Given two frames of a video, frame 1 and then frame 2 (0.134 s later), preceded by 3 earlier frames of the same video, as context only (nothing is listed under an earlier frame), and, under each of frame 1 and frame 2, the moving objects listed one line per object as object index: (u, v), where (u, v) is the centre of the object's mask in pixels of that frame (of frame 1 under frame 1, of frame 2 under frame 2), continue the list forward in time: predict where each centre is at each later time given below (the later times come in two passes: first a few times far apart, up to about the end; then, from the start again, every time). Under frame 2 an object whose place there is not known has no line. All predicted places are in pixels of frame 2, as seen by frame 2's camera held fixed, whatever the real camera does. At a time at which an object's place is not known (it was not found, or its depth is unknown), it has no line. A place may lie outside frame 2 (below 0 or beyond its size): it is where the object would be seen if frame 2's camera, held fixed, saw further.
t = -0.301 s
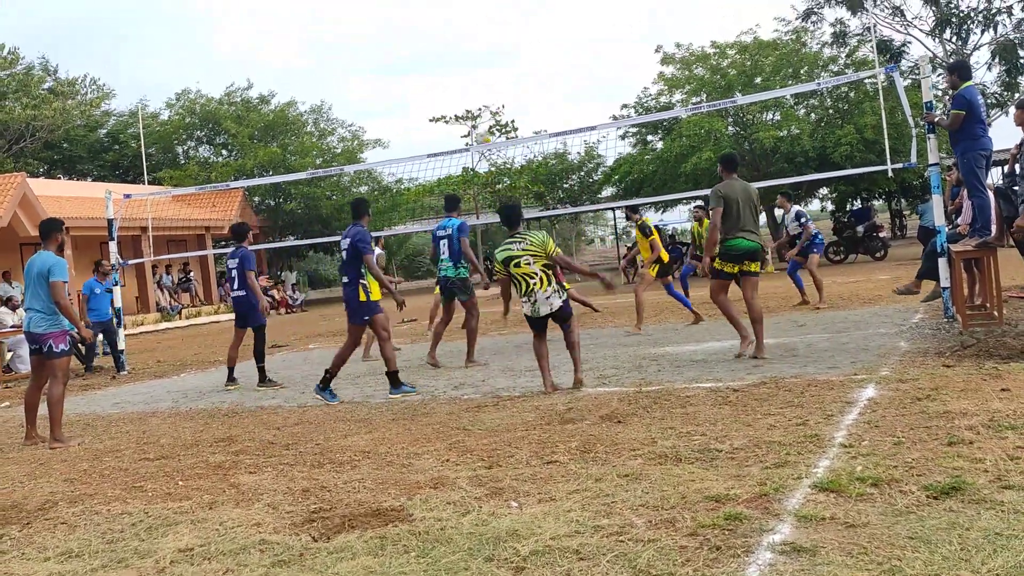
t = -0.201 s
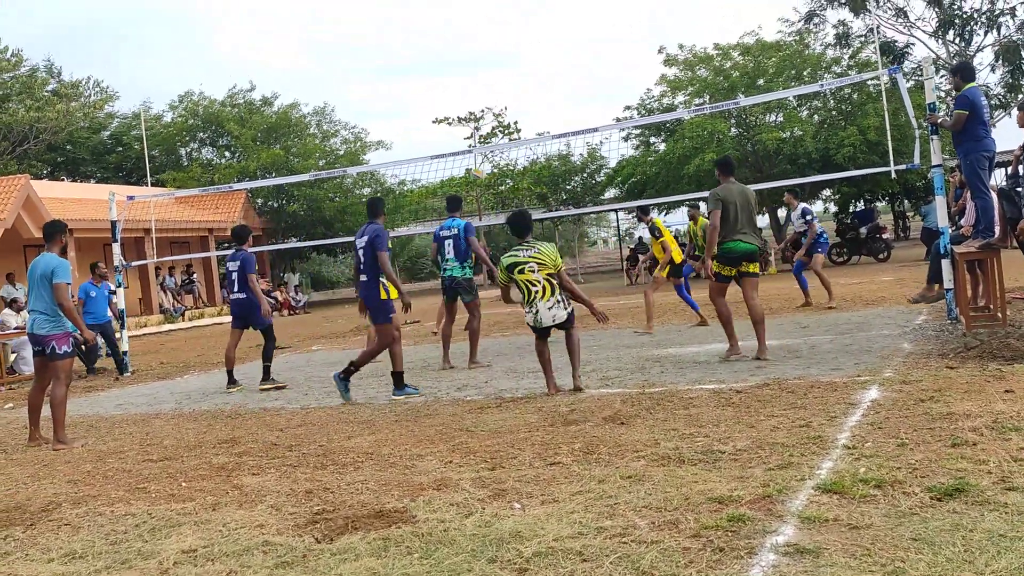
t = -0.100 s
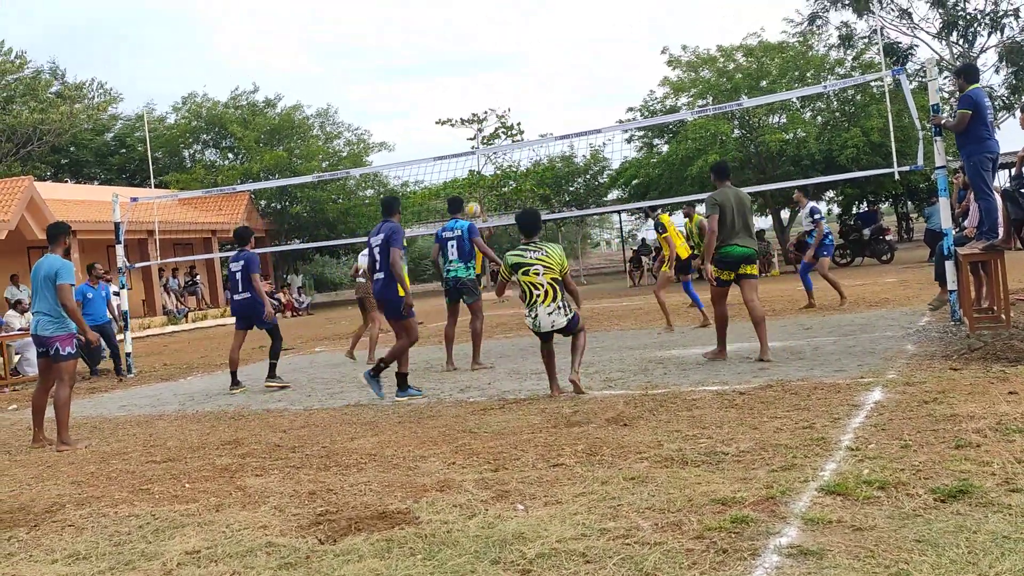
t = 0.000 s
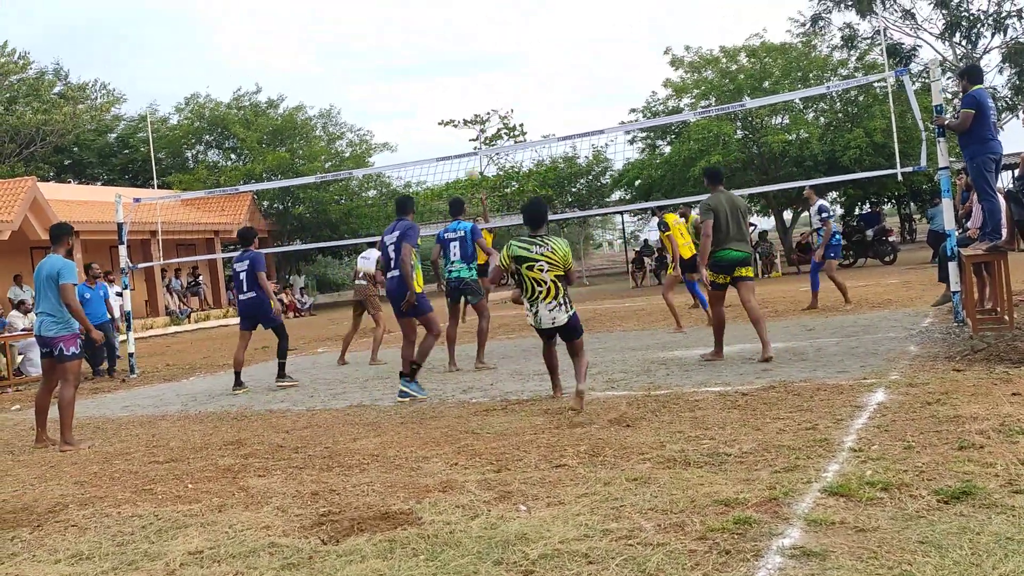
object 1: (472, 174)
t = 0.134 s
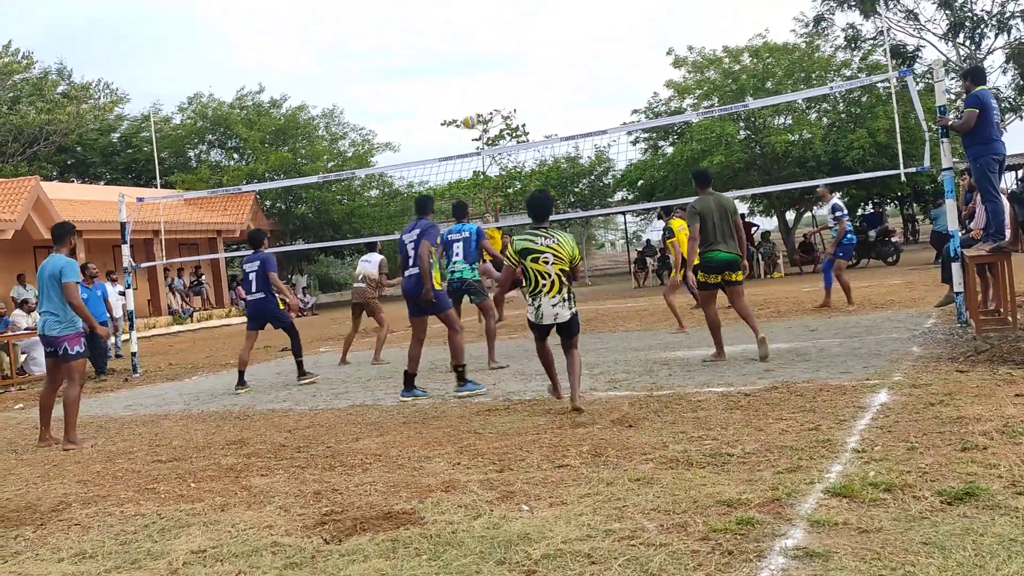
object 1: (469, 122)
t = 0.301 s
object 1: (464, 71)
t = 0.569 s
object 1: (461, 22)
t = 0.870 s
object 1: (462, 24)
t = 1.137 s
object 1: (469, 84)
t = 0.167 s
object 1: (468, 111)
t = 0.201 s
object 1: (467, 100)
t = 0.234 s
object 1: (466, 90)
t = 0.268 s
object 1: (465, 80)
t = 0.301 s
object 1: (464, 71)
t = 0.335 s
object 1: (463, 63)
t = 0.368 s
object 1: (463, 55)
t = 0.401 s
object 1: (463, 48)
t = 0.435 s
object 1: (462, 41)
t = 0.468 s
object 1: (462, 36)
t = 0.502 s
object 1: (461, 31)
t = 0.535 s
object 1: (461, 26)
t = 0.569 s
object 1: (461, 22)
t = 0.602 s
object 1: (461, 19)
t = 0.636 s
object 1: (461, 17)
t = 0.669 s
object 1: (461, 16)
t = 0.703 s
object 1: (461, 15)
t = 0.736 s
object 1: (461, 15)
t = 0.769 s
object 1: (461, 16)
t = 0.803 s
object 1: (462, 17)
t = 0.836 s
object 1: (462, 20)
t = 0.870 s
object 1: (462, 24)
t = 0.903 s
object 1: (463, 28)
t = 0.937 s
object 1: (463, 33)
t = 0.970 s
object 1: (464, 39)
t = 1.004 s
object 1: (465, 47)
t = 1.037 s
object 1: (465, 55)
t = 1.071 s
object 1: (466, 64)
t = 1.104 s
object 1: (467, 73)
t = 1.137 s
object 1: (469, 84)
